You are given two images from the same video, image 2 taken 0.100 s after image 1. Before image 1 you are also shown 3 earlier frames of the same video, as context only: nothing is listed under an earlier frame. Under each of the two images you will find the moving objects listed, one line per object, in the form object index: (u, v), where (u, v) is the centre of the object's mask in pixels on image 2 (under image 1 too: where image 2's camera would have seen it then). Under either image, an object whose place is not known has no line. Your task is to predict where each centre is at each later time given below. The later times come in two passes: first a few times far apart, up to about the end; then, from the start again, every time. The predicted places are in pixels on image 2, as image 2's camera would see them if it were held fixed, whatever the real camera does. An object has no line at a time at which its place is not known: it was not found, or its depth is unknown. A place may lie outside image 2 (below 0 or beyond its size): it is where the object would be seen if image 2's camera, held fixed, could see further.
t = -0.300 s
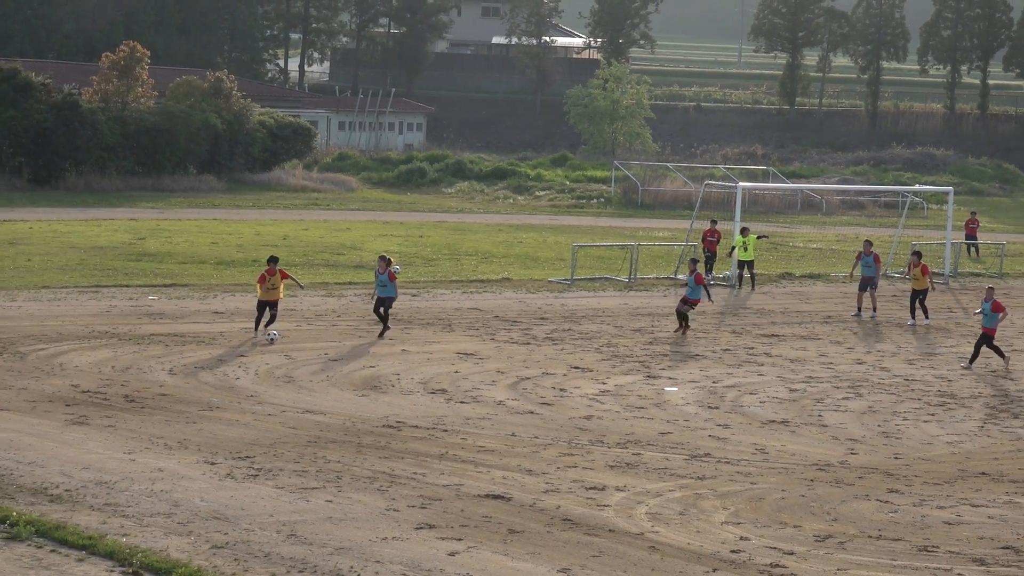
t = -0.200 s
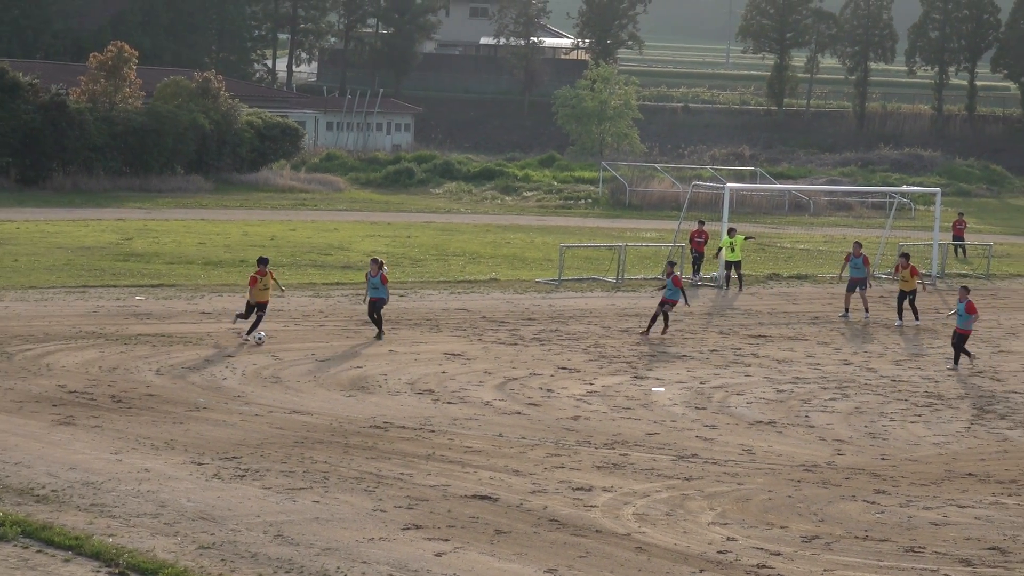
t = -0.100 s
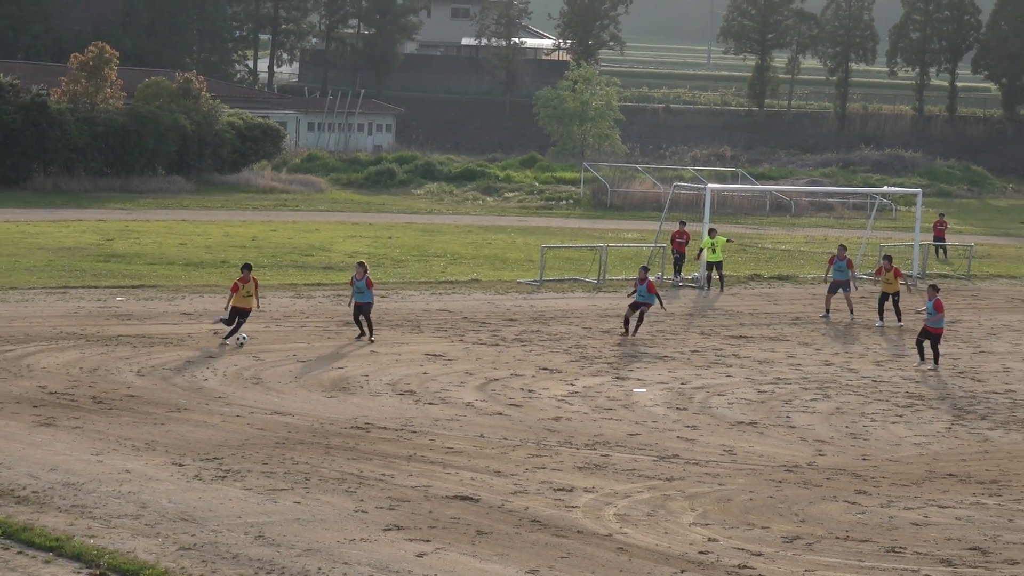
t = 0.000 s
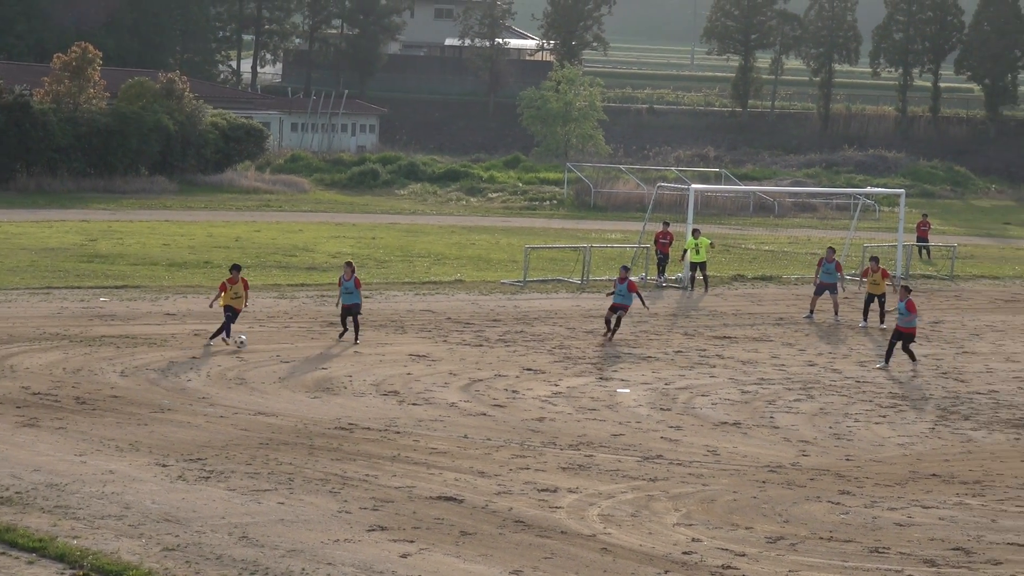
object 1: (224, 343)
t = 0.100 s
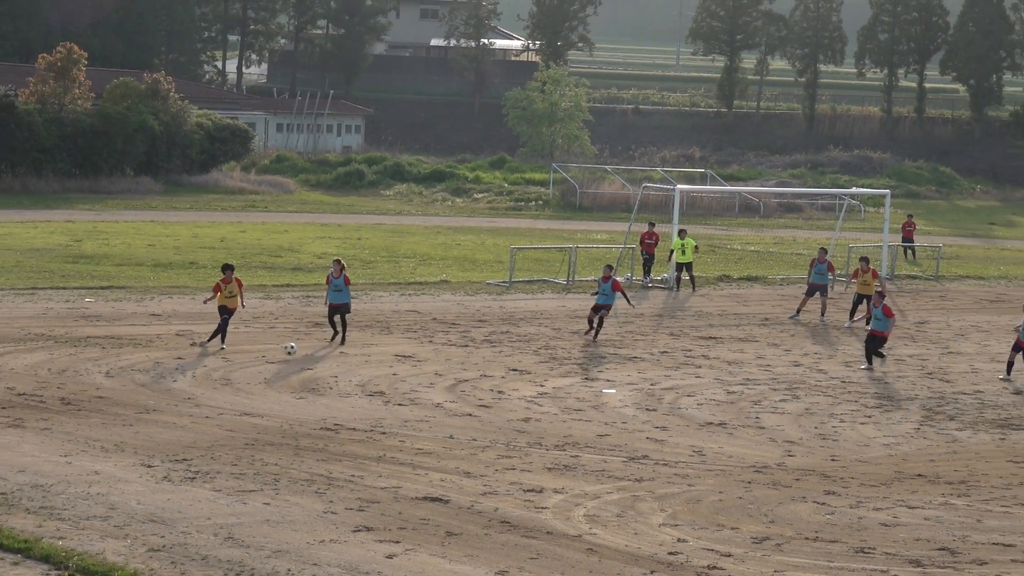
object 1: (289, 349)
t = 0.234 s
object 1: (377, 363)
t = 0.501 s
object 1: (541, 385)
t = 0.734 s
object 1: (669, 398)
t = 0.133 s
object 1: (312, 352)
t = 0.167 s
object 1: (334, 356)
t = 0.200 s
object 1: (356, 361)
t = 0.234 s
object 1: (377, 363)
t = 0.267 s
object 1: (398, 365)
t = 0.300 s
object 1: (419, 368)
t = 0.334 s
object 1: (440, 372)
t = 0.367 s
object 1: (460, 375)
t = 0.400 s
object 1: (481, 376)
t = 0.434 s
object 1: (501, 379)
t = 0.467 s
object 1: (521, 381)
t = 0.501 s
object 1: (541, 385)
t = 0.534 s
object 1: (560, 386)
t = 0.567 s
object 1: (579, 388)
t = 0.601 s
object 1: (598, 390)
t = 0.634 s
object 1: (616, 392)
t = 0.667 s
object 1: (634, 393)
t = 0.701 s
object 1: (652, 396)
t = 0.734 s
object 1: (669, 398)
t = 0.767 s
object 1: (685, 399)
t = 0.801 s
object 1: (702, 401)
